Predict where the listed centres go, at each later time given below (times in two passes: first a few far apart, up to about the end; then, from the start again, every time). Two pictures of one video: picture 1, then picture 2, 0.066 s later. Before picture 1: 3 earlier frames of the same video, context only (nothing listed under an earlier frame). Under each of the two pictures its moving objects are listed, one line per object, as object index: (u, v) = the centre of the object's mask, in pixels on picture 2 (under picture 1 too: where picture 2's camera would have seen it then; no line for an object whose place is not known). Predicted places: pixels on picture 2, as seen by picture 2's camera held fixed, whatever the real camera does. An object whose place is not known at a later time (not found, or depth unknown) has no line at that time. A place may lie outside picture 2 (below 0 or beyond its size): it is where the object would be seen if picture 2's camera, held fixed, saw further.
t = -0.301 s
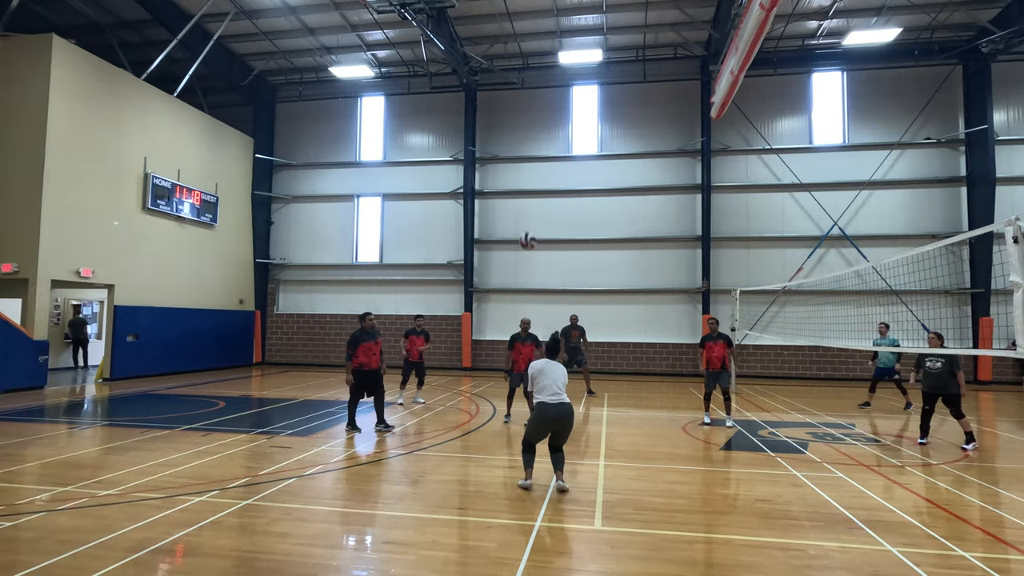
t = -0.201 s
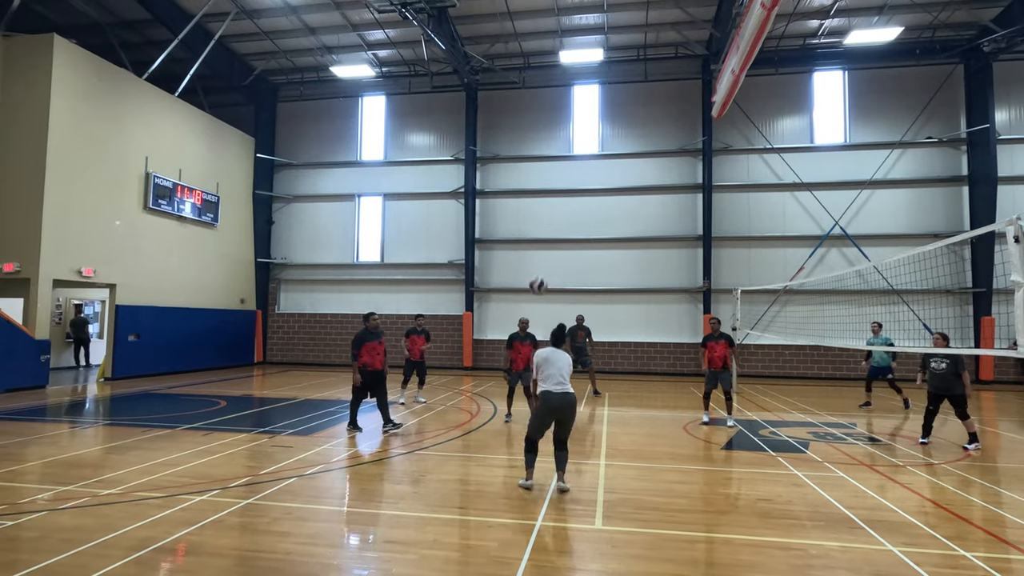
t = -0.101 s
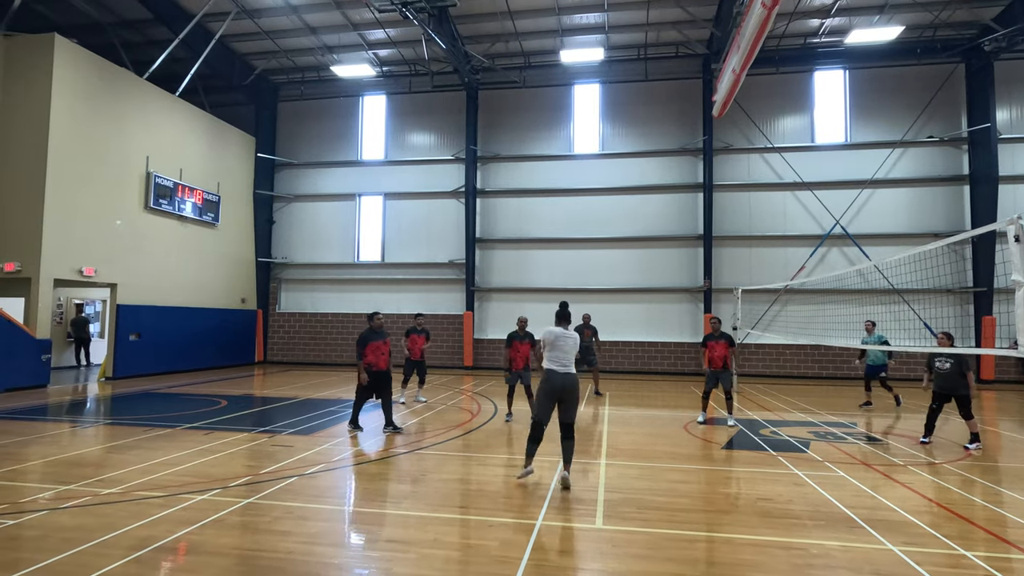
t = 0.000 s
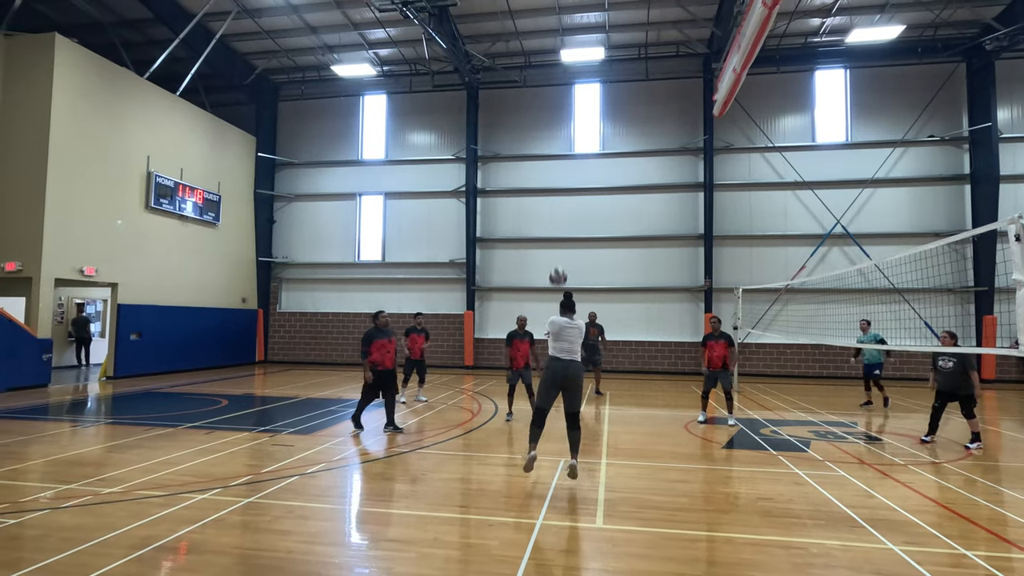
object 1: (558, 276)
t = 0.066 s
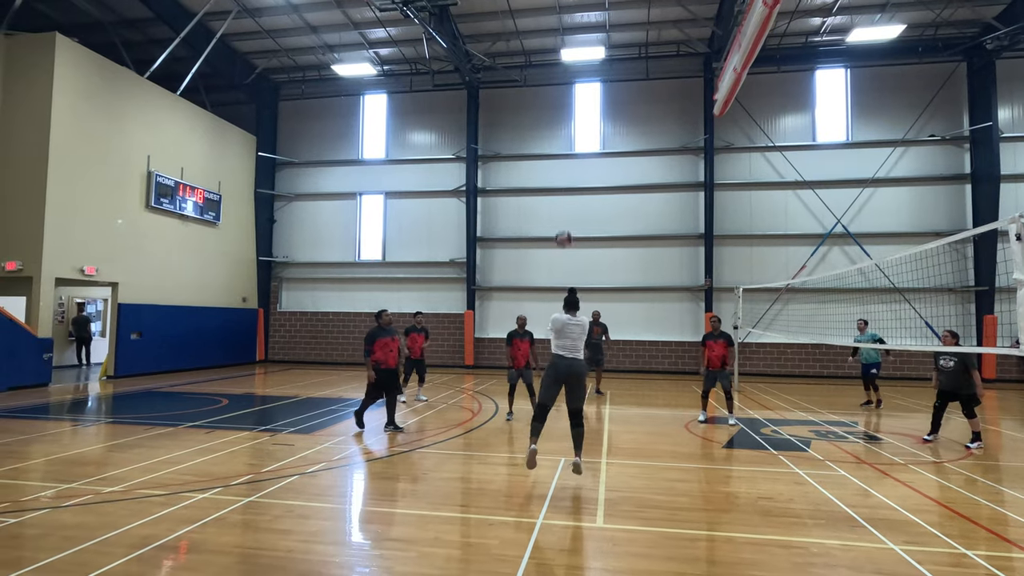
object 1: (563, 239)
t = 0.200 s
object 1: (573, 180)
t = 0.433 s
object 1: (587, 124)
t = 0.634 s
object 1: (596, 114)
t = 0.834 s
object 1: (603, 130)
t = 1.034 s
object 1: (609, 169)
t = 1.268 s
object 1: (615, 235)
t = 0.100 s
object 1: (566, 221)
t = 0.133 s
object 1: (568, 207)
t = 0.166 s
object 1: (571, 192)
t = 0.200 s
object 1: (573, 180)
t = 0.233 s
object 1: (575, 169)
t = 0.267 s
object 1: (578, 159)
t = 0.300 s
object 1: (580, 150)
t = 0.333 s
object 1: (581, 142)
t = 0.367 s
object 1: (583, 135)
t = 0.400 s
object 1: (585, 129)
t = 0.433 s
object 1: (587, 124)
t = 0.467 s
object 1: (588, 121)
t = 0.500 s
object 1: (590, 118)
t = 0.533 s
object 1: (591, 115)
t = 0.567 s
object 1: (593, 114)
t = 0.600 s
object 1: (594, 114)
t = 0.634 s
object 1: (596, 114)
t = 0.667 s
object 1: (597, 115)
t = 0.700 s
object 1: (598, 116)
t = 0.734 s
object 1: (599, 119)
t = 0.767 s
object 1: (601, 122)
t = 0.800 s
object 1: (602, 126)
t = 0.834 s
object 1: (603, 130)
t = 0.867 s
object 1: (604, 134)
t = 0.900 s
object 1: (605, 140)
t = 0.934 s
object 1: (606, 146)
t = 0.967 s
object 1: (608, 153)
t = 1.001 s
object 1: (608, 160)
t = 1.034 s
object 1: (609, 169)
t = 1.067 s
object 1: (610, 176)
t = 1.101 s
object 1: (611, 185)
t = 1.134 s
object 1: (612, 193)
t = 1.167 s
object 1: (613, 204)
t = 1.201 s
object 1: (614, 214)
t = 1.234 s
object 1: (615, 225)
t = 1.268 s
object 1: (615, 235)
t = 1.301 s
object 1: (616, 247)
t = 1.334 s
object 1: (617, 259)
